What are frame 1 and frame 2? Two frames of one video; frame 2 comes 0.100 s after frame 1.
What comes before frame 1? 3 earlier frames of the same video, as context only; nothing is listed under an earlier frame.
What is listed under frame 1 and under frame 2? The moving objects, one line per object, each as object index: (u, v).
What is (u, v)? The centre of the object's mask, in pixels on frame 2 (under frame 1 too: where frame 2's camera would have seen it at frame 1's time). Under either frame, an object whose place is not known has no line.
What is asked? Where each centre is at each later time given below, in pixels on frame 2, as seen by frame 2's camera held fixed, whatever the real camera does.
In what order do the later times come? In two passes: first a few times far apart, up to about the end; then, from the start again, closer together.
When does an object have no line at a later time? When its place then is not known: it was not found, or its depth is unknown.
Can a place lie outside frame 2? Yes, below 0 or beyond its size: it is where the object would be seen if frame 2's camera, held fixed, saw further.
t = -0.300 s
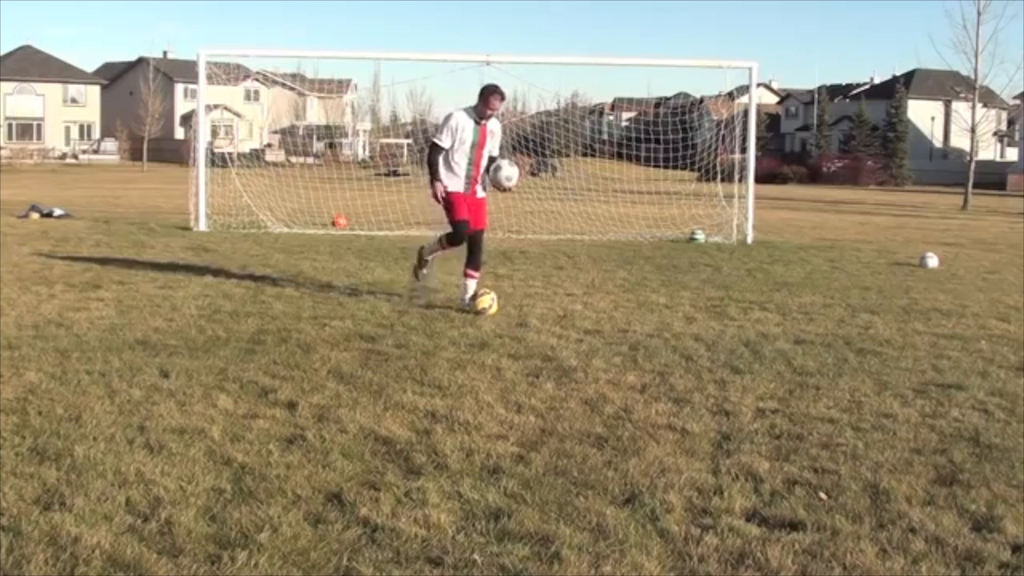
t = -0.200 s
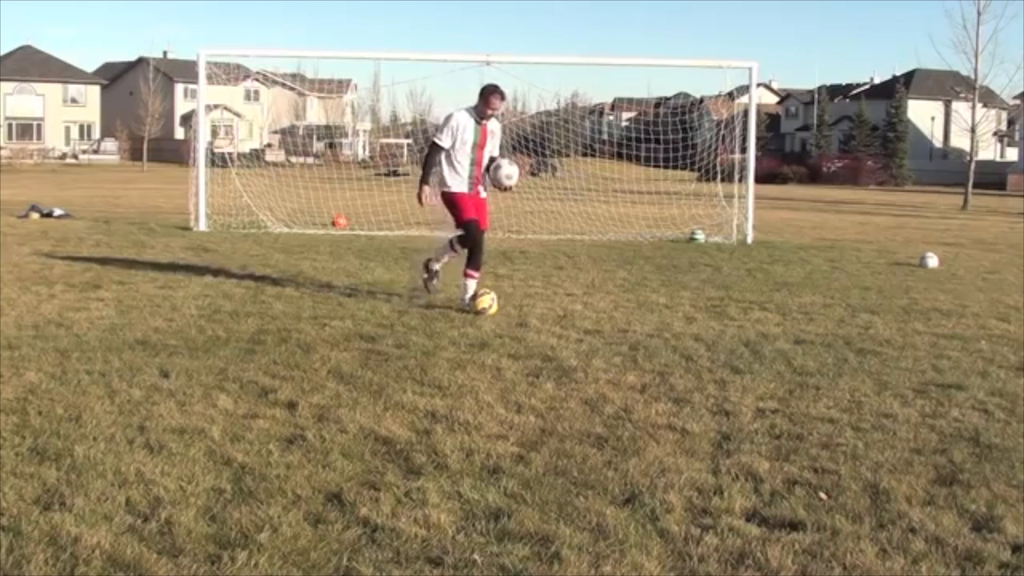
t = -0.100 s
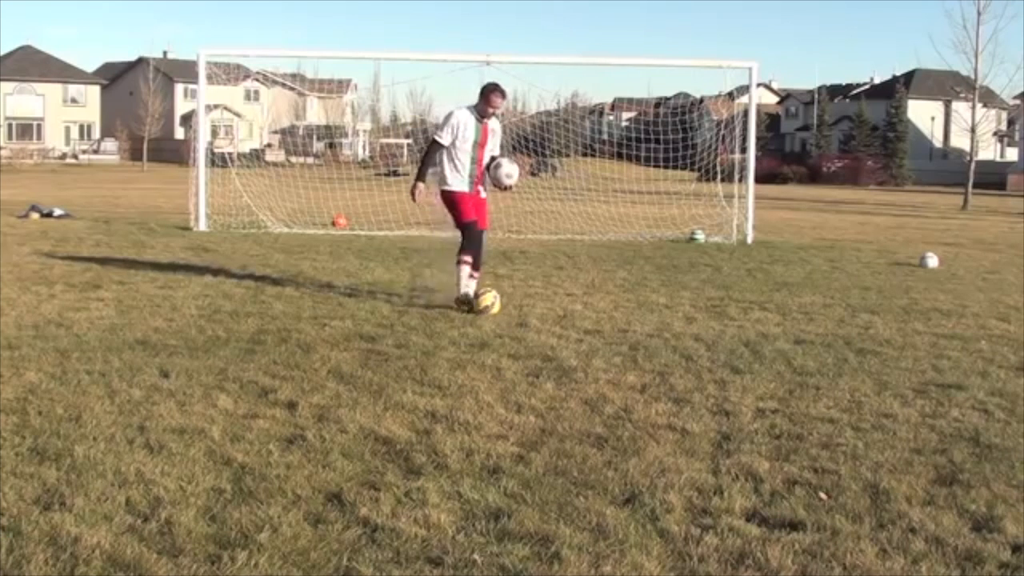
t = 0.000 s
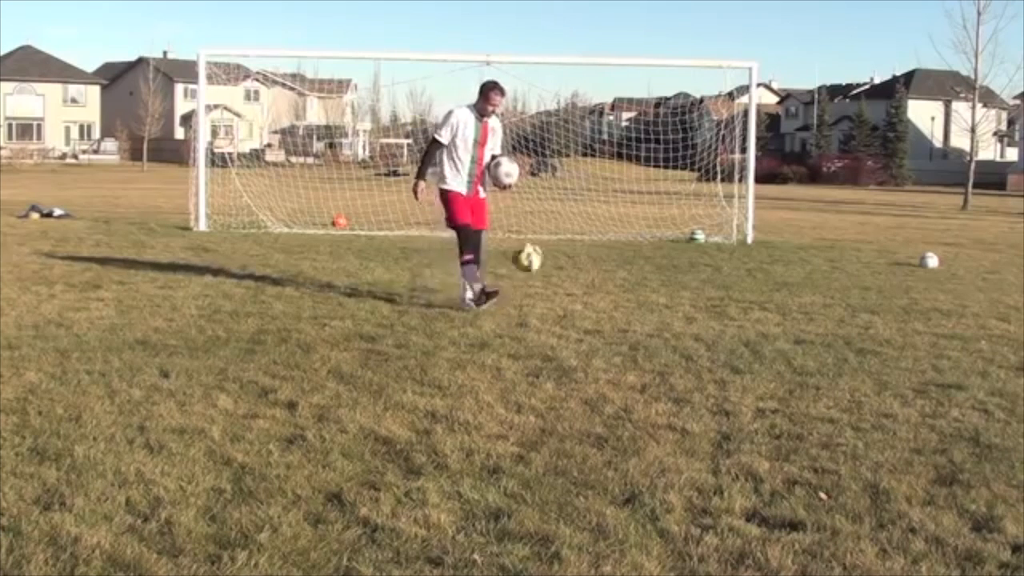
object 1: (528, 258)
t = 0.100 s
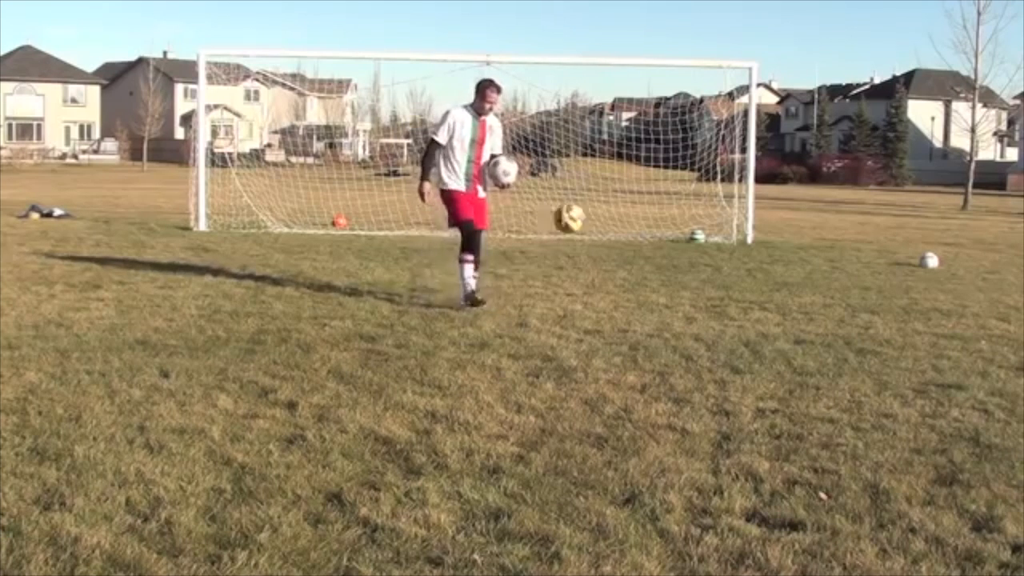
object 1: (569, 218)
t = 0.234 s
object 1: (625, 185)
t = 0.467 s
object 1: (725, 185)
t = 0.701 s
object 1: (821, 265)
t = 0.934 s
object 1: (886, 307)
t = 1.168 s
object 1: (925, 315)
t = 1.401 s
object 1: (958, 330)
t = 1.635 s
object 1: (984, 334)
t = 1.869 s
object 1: (999, 337)
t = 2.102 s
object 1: (1002, 338)
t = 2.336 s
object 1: (1000, 338)
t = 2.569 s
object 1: (999, 338)
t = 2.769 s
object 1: (999, 338)
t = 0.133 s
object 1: (582, 208)
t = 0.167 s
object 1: (596, 199)
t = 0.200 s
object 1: (610, 191)
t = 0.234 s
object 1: (625, 185)
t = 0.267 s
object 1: (638, 180)
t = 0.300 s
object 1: (653, 177)
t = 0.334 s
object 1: (668, 175)
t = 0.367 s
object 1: (681, 175)
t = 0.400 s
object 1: (696, 177)
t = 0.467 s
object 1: (725, 185)
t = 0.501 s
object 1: (738, 192)
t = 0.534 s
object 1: (752, 199)
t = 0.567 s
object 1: (766, 208)
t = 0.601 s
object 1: (780, 220)
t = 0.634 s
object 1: (794, 233)
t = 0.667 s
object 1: (808, 248)
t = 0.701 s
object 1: (821, 265)
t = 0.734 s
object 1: (835, 283)
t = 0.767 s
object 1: (848, 302)
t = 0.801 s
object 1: (861, 322)
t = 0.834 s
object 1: (870, 326)
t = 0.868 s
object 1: (876, 321)
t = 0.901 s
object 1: (881, 313)
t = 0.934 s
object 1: (886, 307)
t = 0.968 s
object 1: (893, 304)
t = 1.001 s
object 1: (898, 301)
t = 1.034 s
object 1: (903, 300)
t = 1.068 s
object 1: (909, 302)
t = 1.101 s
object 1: (915, 304)
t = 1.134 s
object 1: (920, 308)
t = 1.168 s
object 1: (925, 315)
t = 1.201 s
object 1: (930, 322)
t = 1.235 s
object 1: (935, 330)
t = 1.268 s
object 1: (940, 333)
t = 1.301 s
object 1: (945, 331)
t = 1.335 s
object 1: (949, 331)
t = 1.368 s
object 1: (953, 330)
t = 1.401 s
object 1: (958, 330)
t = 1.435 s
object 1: (962, 331)
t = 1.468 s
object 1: (968, 333)
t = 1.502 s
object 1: (973, 334)
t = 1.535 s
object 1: (974, 335)
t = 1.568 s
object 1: (977, 335)
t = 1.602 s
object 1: (980, 334)
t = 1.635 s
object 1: (984, 334)
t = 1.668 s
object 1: (986, 335)
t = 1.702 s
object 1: (989, 335)
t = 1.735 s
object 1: (992, 336)
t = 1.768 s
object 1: (995, 336)
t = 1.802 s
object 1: (997, 336)
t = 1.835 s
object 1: (998, 337)
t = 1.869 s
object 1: (999, 337)
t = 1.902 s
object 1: (1000, 337)
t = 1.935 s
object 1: (1001, 337)
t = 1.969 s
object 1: (1002, 337)
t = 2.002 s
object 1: (1002, 337)
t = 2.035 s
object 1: (1002, 337)
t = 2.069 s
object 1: (1002, 337)
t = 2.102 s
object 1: (1002, 338)
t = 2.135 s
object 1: (1002, 338)
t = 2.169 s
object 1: (1001, 338)
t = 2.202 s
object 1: (1001, 337)
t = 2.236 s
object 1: (1000, 338)
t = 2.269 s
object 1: (1000, 338)
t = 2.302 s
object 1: (1000, 338)
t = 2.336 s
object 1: (1000, 338)
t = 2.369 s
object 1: (999, 338)
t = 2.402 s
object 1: (999, 338)
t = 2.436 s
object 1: (999, 338)
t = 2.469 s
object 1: (999, 338)
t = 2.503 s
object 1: (999, 338)
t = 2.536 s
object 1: (999, 338)
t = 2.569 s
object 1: (999, 338)
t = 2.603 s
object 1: (999, 338)
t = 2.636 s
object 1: (999, 338)
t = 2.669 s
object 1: (999, 338)
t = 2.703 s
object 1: (999, 338)
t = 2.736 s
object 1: (999, 338)
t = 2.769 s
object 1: (999, 338)
